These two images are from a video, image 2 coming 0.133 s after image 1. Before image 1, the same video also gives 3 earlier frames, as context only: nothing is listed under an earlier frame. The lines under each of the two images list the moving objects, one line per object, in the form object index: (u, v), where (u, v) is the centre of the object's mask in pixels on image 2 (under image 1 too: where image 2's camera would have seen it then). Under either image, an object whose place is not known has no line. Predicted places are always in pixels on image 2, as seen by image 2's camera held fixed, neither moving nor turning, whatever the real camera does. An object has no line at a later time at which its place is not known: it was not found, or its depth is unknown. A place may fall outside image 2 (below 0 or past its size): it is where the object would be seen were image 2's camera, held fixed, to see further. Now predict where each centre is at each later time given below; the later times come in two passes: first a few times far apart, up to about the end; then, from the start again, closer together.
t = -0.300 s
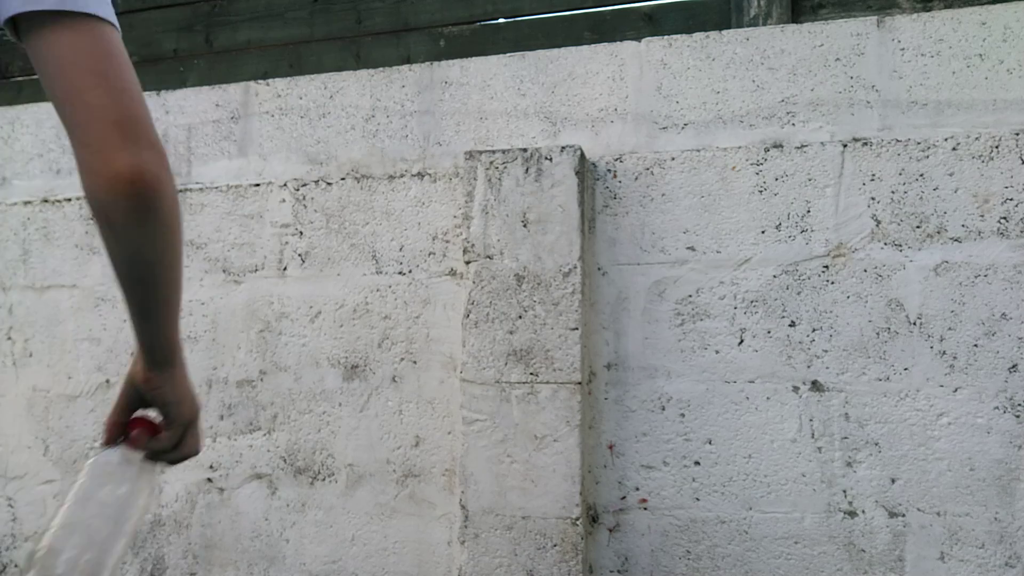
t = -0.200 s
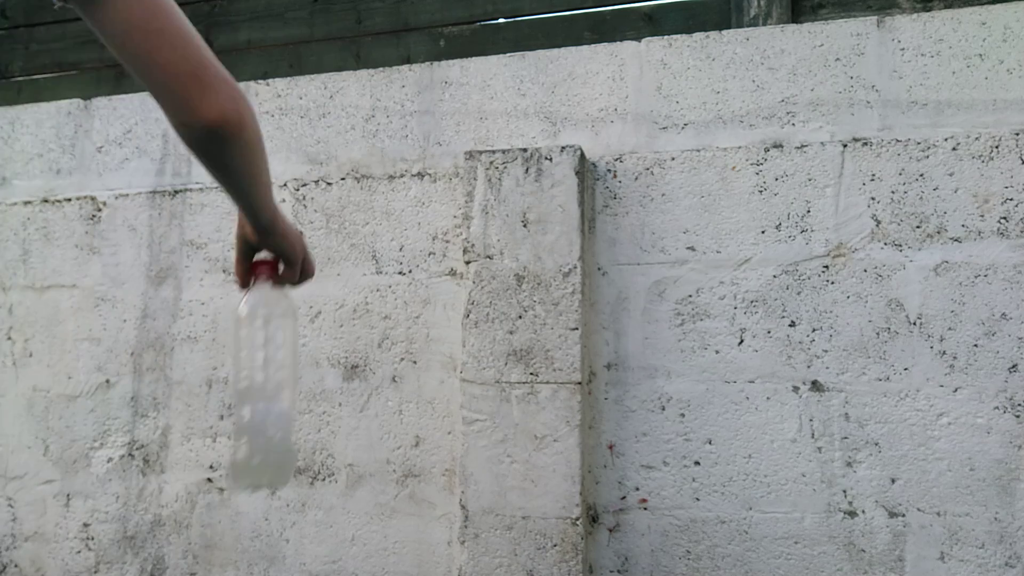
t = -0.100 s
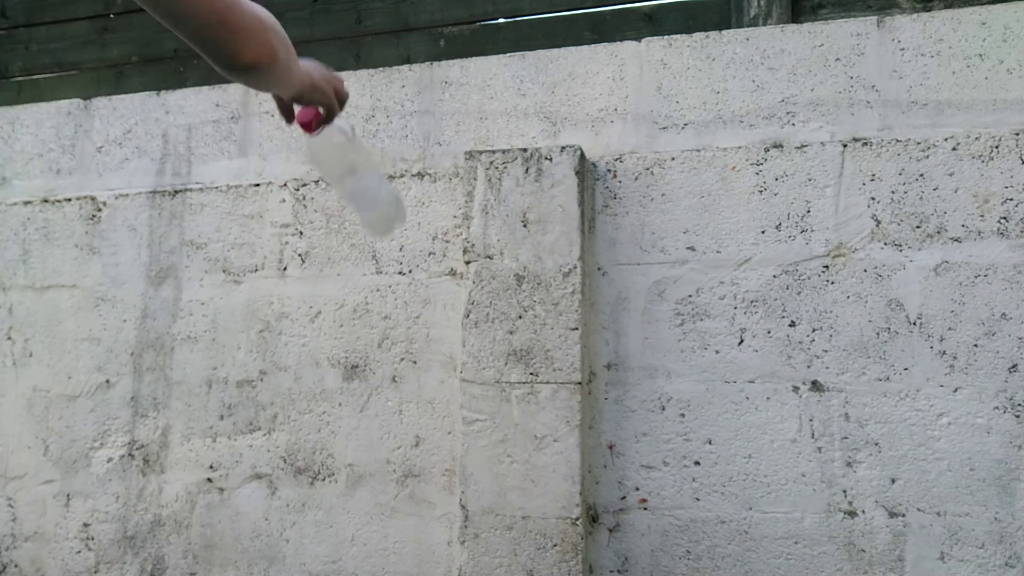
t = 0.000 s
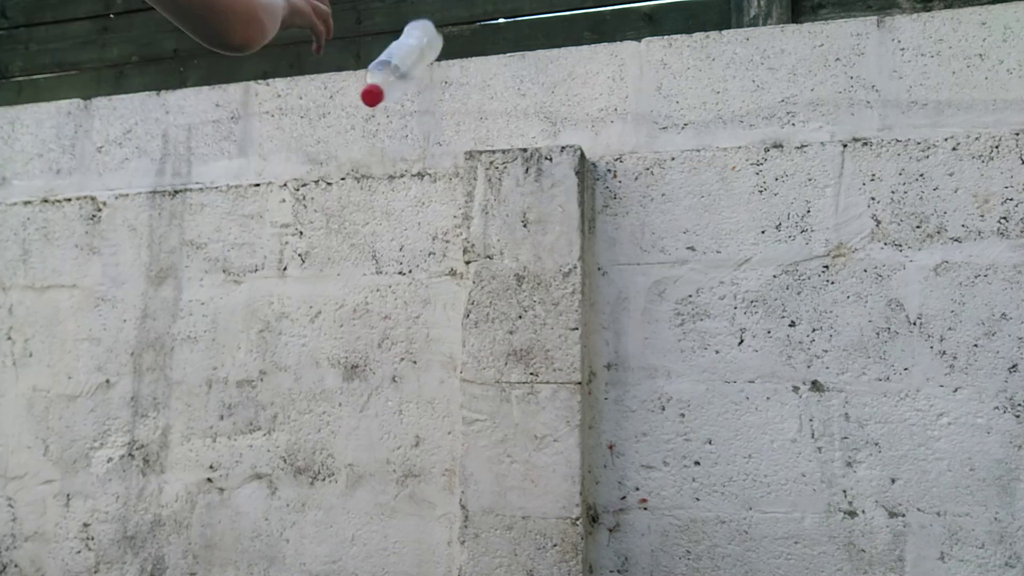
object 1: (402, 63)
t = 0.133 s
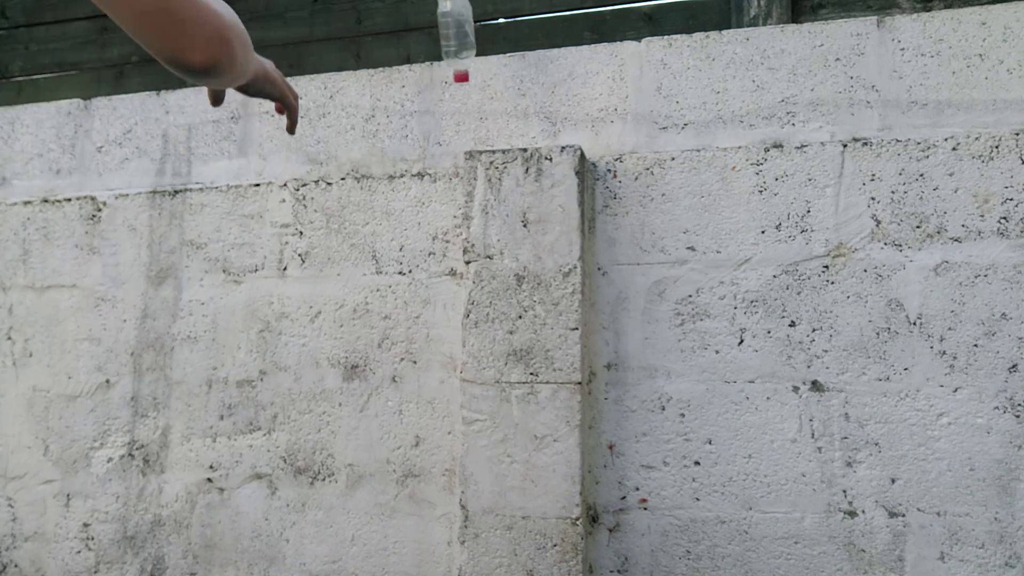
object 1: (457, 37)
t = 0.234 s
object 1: (477, 32)
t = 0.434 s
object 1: (478, 104)
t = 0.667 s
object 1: (449, 118)
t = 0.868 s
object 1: (412, 212)
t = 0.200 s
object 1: (475, 32)
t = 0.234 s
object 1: (477, 32)
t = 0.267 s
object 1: (478, 35)
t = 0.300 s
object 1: (478, 41)
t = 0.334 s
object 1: (477, 49)
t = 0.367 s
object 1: (478, 69)
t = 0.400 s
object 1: (479, 94)
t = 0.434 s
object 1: (478, 104)
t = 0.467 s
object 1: (476, 104)
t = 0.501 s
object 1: (474, 105)
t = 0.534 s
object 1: (472, 106)
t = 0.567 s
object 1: (467, 105)
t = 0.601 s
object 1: (463, 108)
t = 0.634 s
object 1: (458, 111)
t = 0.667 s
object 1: (449, 118)
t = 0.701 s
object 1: (443, 129)
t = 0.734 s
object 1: (432, 141)
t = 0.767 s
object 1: (423, 158)
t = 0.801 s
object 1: (420, 172)
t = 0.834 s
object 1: (416, 189)
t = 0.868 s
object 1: (412, 212)
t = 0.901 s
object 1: (405, 237)
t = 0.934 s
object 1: (396, 270)
